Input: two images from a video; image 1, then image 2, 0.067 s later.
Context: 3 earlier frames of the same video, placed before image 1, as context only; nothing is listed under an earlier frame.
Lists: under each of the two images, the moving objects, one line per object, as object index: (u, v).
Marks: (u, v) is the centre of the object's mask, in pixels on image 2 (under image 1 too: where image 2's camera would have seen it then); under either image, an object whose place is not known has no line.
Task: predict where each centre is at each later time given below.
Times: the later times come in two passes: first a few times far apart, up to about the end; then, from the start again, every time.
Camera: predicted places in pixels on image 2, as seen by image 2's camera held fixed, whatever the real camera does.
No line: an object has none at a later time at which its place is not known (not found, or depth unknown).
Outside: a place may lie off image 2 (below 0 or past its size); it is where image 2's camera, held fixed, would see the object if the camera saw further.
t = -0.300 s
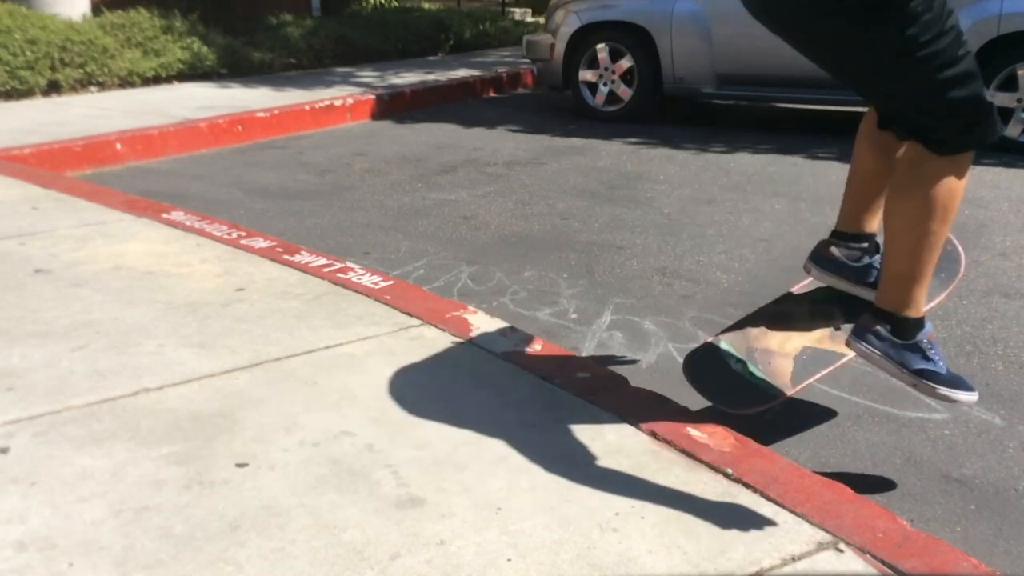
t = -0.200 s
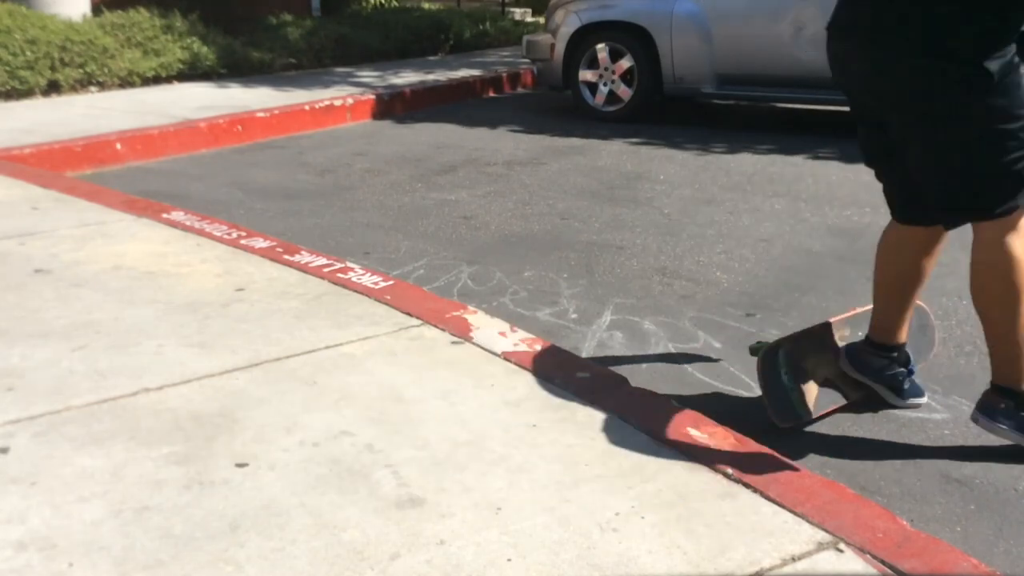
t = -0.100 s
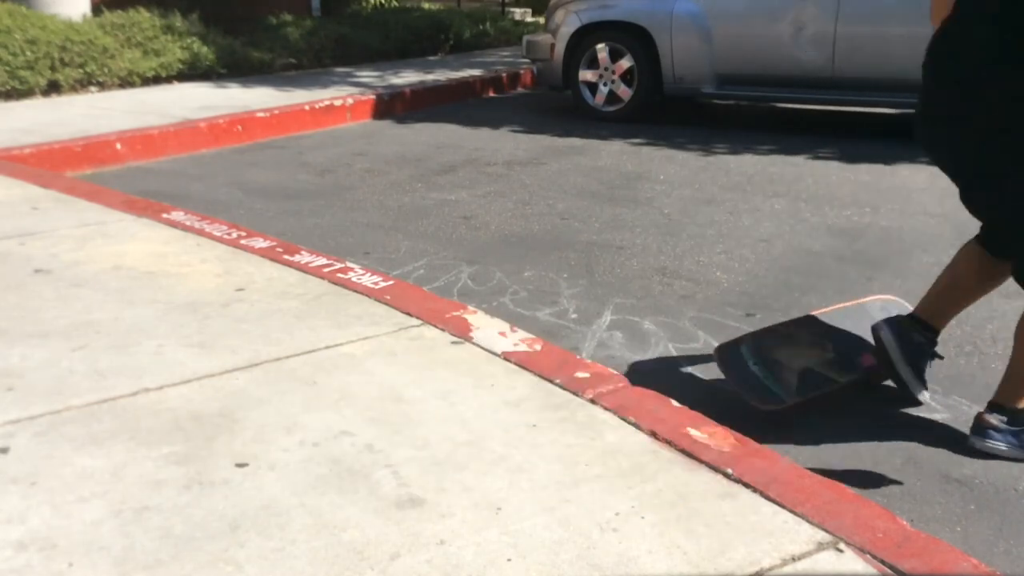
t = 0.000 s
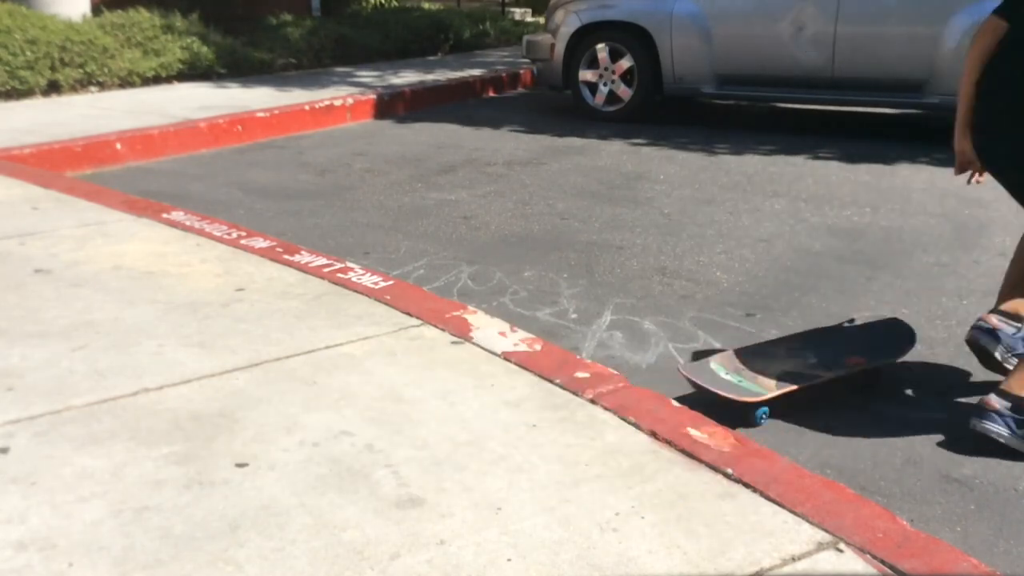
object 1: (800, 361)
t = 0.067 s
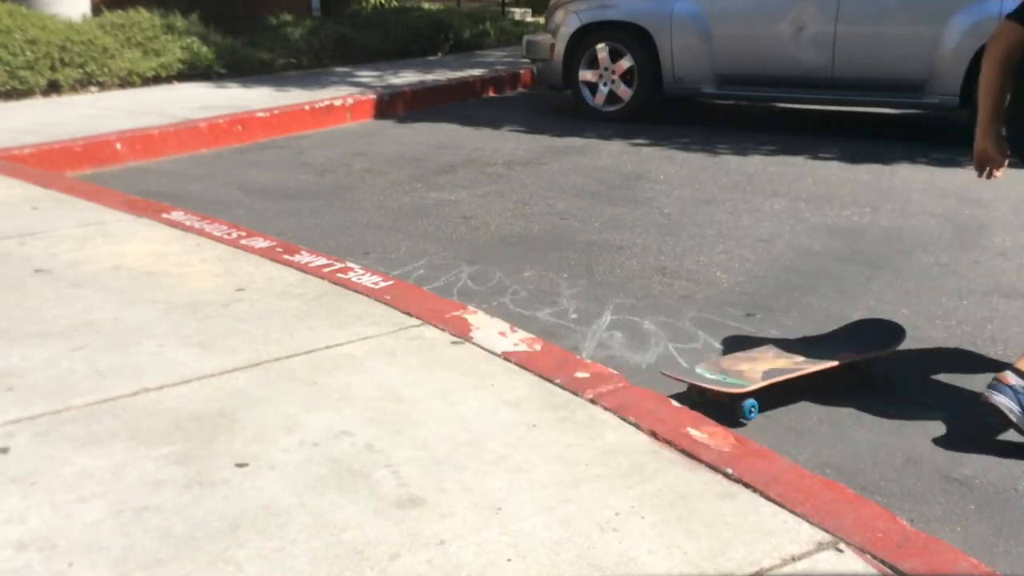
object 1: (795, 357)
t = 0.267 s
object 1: (780, 364)
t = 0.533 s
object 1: (771, 367)
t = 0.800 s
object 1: (771, 368)
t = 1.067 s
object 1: (771, 366)
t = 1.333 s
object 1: (777, 365)
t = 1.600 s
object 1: (785, 362)
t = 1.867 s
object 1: (798, 361)
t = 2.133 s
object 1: (803, 358)
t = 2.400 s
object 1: (813, 359)
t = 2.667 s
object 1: (825, 356)
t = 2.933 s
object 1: (833, 354)
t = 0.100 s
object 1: (791, 357)
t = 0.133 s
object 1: (787, 361)
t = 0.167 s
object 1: (785, 362)
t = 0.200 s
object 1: (784, 363)
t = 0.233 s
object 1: (782, 363)
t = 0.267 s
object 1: (780, 364)
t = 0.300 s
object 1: (776, 364)
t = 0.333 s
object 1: (776, 365)
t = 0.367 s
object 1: (774, 365)
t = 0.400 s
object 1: (773, 366)
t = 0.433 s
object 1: (772, 366)
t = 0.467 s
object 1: (772, 366)
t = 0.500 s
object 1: (771, 367)
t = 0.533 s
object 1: (771, 367)
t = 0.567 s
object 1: (770, 367)
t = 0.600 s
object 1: (771, 368)
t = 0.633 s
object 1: (770, 368)
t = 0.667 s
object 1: (767, 367)
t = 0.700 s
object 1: (770, 368)
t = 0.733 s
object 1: (770, 368)
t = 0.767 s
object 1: (770, 368)
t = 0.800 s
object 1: (771, 368)
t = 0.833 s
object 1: (768, 367)
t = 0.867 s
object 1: (768, 367)
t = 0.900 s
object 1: (768, 367)
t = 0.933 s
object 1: (769, 367)
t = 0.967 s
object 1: (770, 367)
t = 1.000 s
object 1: (770, 367)
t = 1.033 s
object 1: (770, 367)
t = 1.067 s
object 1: (771, 366)
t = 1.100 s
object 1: (771, 366)
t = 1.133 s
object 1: (772, 366)
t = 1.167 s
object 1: (772, 366)
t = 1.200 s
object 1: (774, 366)
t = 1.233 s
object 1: (774, 365)
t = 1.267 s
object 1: (778, 366)
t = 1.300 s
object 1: (776, 365)
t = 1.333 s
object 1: (777, 365)
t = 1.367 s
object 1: (781, 365)
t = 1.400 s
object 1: (781, 365)
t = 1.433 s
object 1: (780, 364)
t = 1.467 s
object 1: (781, 364)
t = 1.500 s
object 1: (782, 364)
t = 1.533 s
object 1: (784, 363)
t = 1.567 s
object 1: (784, 363)
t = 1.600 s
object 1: (785, 362)
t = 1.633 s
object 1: (786, 362)
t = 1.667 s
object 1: (787, 362)
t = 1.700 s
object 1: (787, 362)
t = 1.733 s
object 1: (789, 361)
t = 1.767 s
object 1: (790, 361)
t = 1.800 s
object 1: (791, 361)
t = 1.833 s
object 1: (793, 360)
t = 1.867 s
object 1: (798, 361)
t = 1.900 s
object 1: (800, 361)
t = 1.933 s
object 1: (801, 360)
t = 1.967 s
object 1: (800, 360)
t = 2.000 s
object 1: (802, 360)
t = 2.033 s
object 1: (803, 360)
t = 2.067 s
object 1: (804, 359)
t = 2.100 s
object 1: (806, 359)
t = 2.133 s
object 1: (803, 358)
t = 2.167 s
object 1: (802, 360)
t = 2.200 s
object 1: (805, 357)
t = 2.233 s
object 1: (807, 357)
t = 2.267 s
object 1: (808, 361)
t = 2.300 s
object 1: (809, 356)
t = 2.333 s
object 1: (810, 356)
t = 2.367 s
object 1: (809, 358)
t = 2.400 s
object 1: (813, 359)
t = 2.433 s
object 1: (815, 359)
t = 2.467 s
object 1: (816, 359)
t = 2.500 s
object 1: (818, 358)
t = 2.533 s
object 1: (820, 357)
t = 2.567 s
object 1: (822, 357)
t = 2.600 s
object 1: (826, 354)
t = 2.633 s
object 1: (827, 353)
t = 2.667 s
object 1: (825, 356)
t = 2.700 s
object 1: (825, 356)
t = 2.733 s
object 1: (827, 355)
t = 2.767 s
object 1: (828, 355)
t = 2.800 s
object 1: (829, 354)
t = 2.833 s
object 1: (830, 354)
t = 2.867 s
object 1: (830, 355)
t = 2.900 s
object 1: (833, 353)
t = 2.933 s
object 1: (833, 354)
